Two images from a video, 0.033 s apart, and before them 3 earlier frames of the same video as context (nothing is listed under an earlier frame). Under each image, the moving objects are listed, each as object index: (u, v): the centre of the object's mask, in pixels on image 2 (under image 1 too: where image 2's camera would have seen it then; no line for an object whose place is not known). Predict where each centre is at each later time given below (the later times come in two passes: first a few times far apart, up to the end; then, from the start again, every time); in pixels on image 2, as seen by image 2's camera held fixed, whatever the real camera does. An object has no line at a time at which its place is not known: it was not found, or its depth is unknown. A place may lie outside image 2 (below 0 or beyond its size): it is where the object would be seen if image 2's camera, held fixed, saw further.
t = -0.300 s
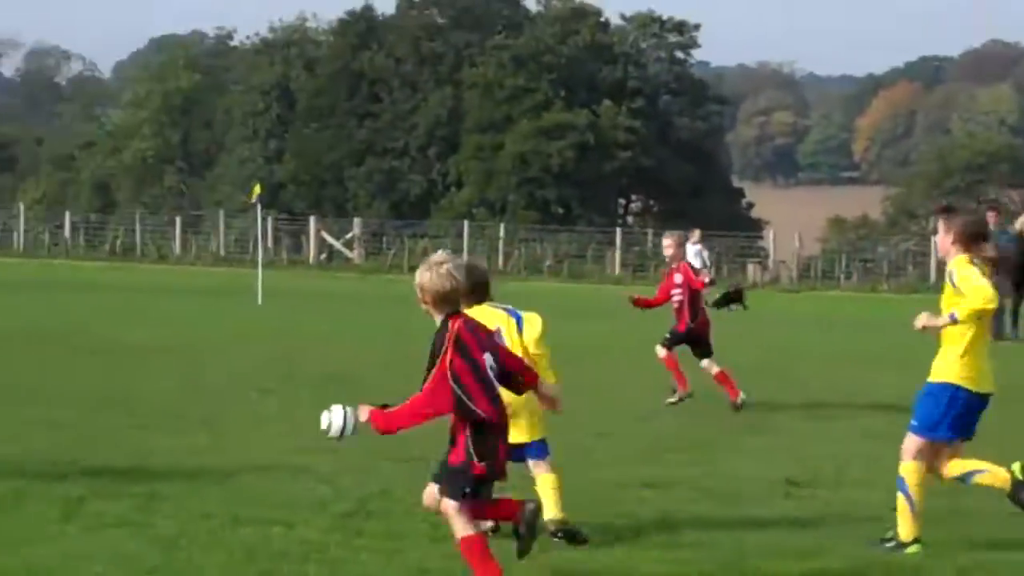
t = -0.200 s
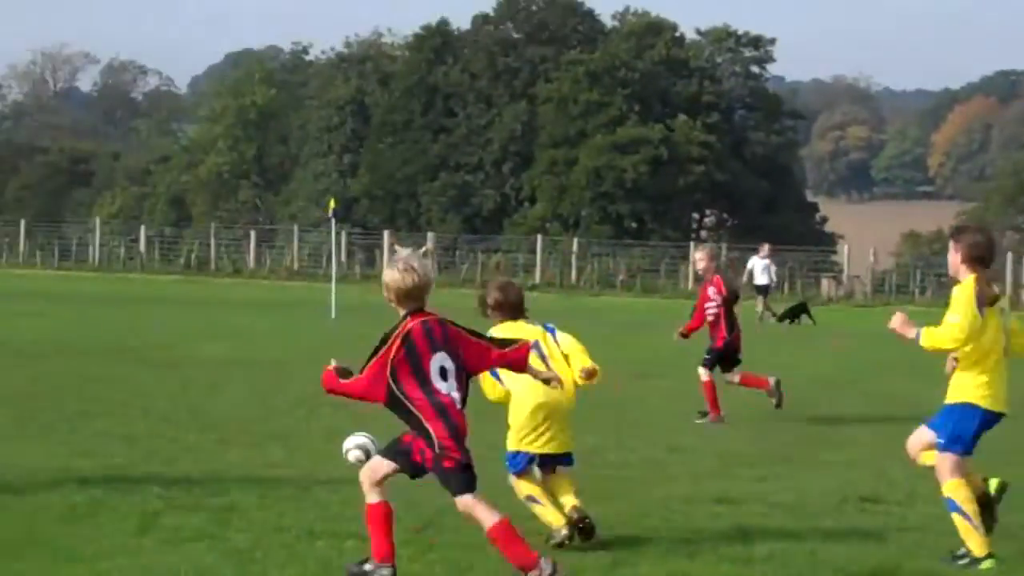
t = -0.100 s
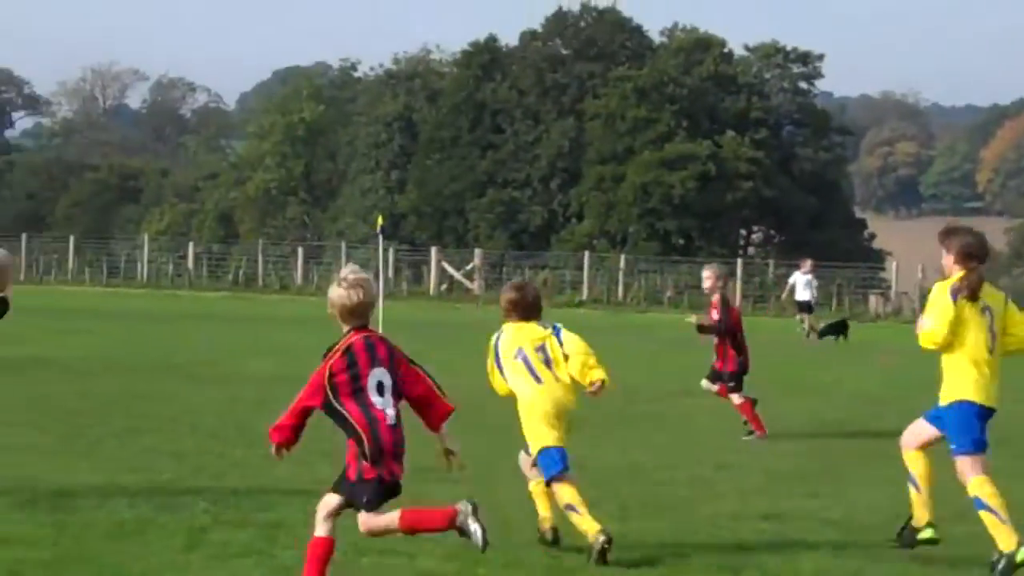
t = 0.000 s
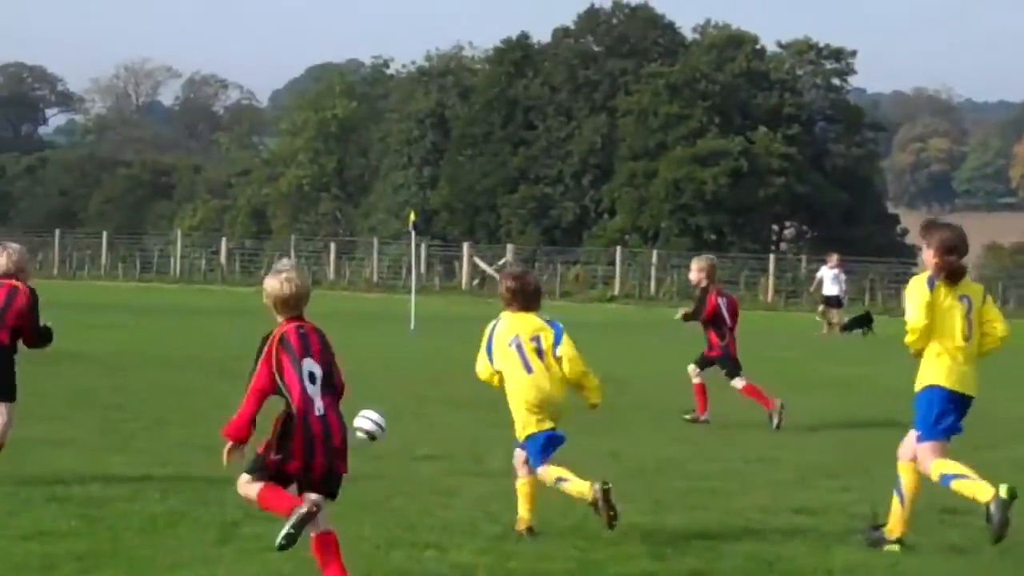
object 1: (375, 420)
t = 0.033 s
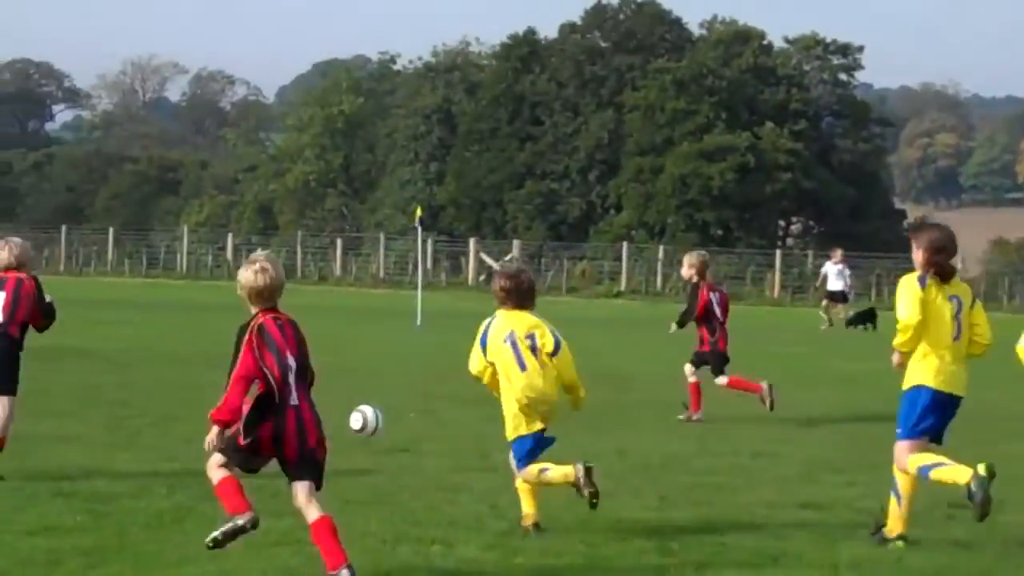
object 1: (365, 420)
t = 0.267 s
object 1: (294, 422)
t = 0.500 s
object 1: (234, 413)
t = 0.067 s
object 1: (355, 421)
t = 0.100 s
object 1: (343, 425)
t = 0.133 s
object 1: (335, 430)
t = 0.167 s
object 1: (325, 428)
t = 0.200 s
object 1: (315, 423)
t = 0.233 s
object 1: (304, 421)
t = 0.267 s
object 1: (294, 422)
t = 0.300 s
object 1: (286, 420)
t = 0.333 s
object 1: (276, 421)
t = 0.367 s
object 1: (268, 418)
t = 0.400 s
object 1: (257, 416)
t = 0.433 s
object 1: (250, 416)
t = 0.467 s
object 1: (242, 413)
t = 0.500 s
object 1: (234, 413)
